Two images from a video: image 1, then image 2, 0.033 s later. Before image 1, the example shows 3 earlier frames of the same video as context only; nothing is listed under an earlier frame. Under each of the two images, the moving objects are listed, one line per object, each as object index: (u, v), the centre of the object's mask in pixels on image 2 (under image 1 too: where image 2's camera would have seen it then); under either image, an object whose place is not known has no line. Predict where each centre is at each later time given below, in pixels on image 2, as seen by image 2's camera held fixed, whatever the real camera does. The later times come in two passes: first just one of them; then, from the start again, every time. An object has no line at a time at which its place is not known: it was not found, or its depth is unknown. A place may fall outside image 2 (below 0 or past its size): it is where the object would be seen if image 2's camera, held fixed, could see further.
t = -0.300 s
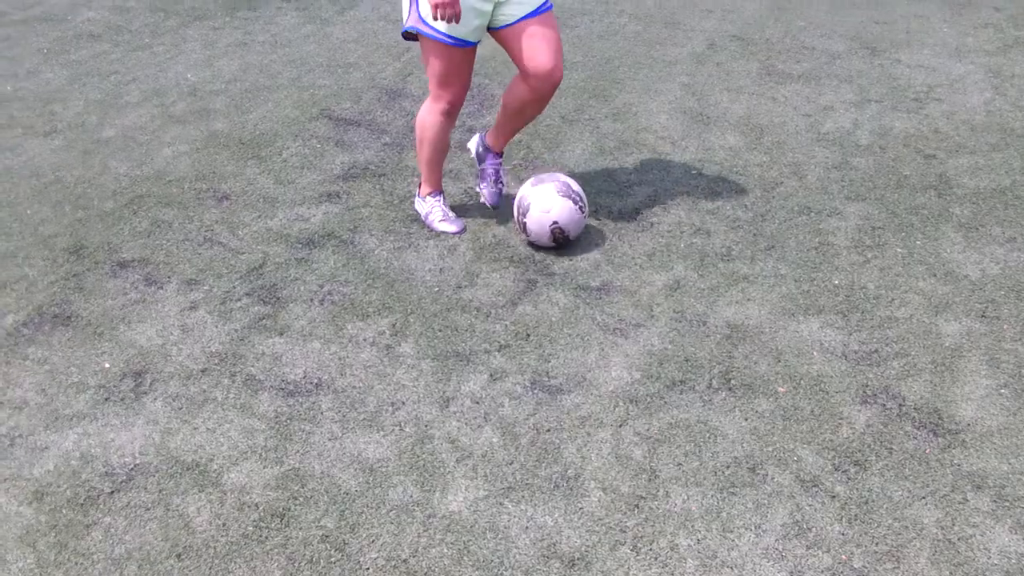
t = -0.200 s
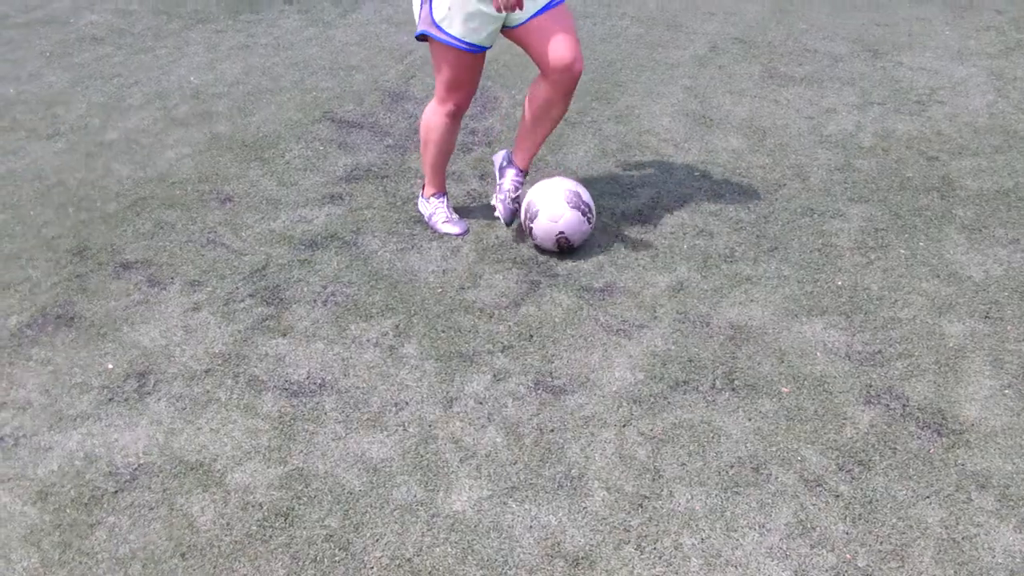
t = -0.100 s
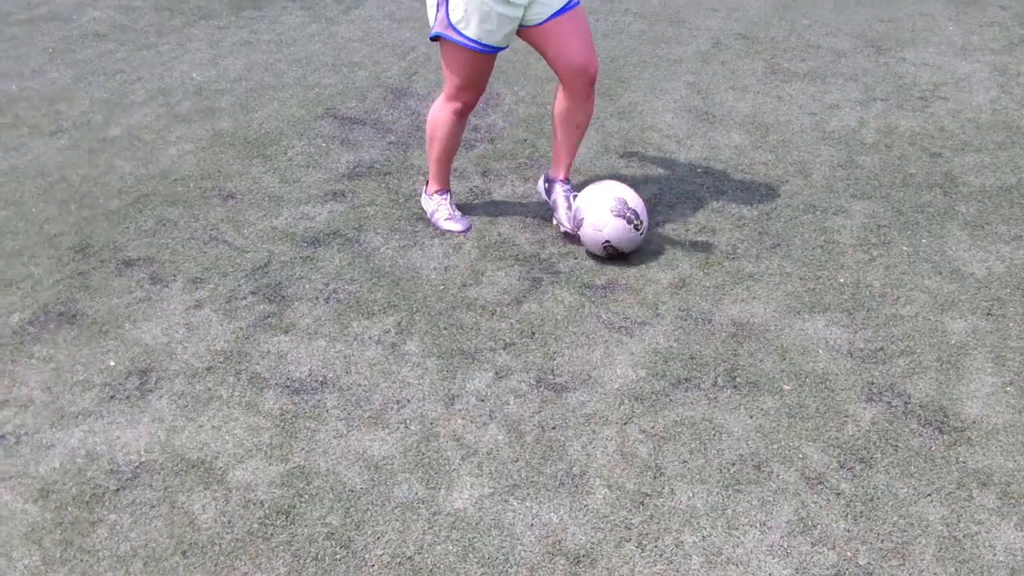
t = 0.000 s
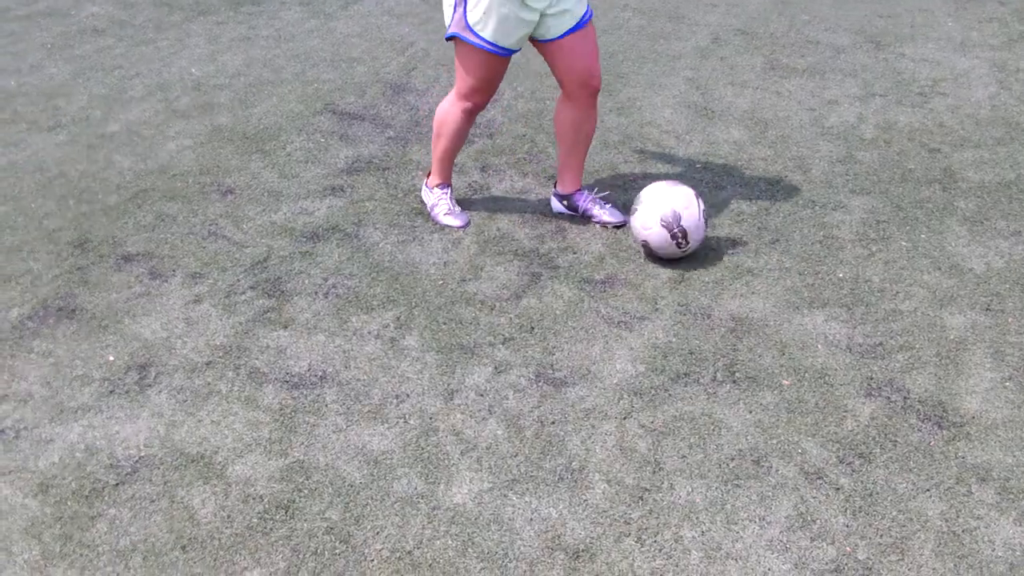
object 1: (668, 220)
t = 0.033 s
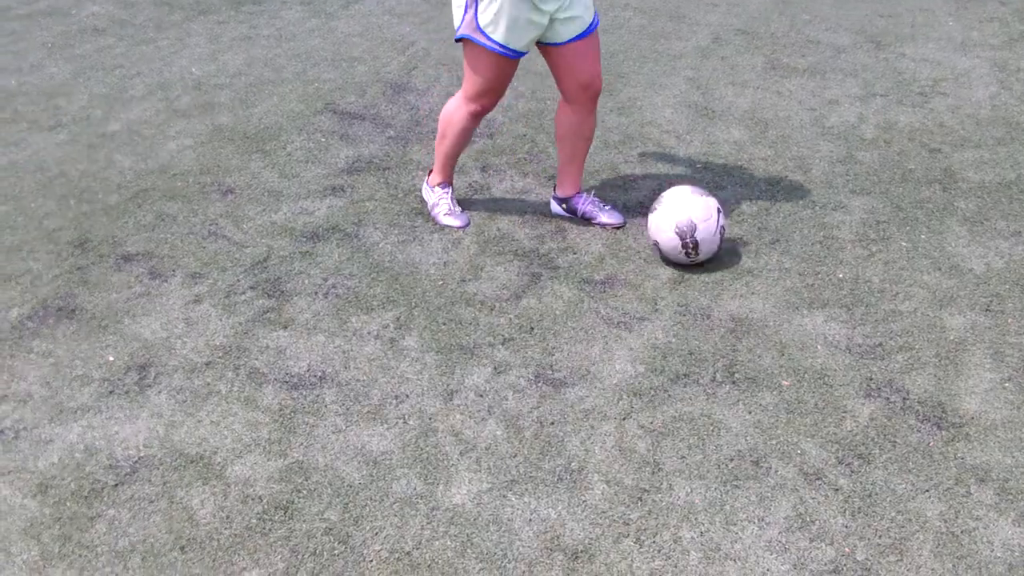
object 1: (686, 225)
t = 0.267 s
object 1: (783, 240)
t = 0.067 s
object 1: (701, 226)
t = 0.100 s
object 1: (714, 229)
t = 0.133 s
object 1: (728, 232)
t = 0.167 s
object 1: (742, 233)
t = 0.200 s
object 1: (755, 236)
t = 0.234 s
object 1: (769, 238)
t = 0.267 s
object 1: (783, 240)
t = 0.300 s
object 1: (797, 242)
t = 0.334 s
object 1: (811, 245)
